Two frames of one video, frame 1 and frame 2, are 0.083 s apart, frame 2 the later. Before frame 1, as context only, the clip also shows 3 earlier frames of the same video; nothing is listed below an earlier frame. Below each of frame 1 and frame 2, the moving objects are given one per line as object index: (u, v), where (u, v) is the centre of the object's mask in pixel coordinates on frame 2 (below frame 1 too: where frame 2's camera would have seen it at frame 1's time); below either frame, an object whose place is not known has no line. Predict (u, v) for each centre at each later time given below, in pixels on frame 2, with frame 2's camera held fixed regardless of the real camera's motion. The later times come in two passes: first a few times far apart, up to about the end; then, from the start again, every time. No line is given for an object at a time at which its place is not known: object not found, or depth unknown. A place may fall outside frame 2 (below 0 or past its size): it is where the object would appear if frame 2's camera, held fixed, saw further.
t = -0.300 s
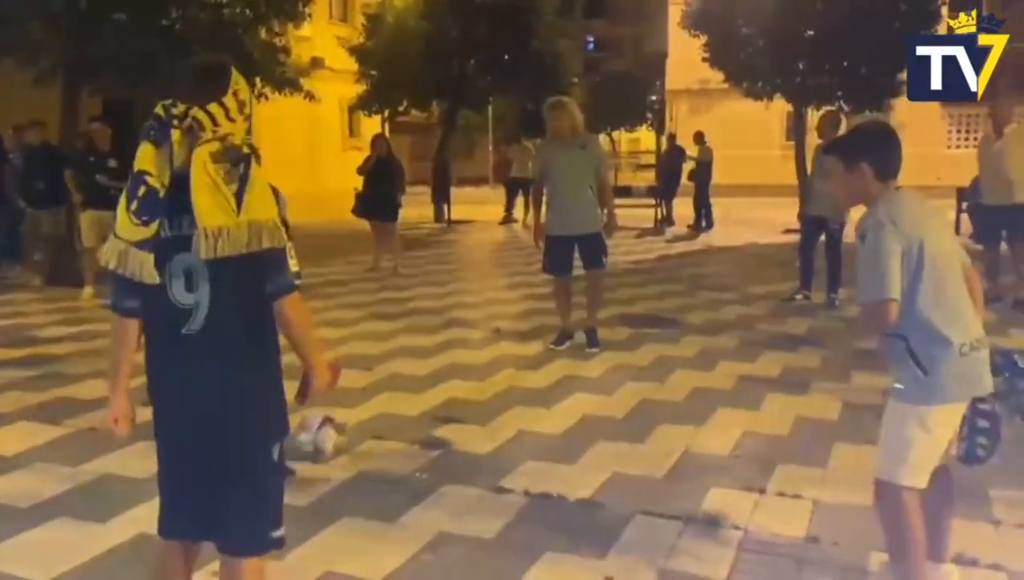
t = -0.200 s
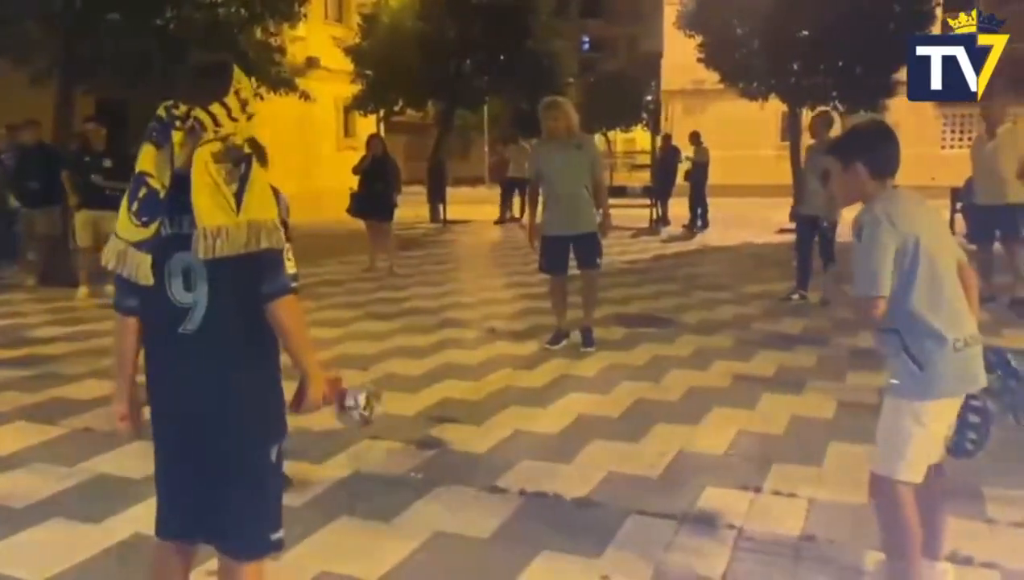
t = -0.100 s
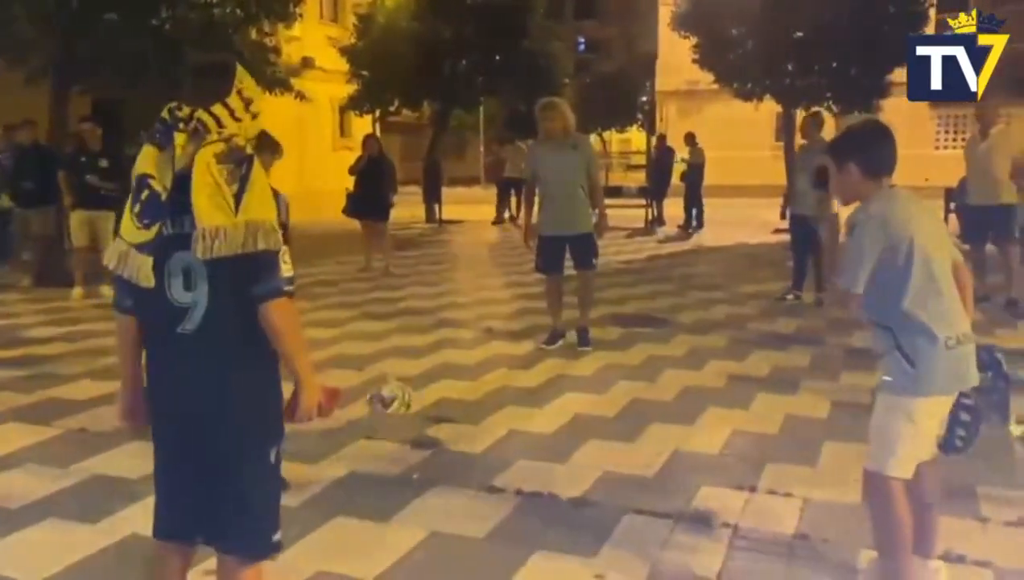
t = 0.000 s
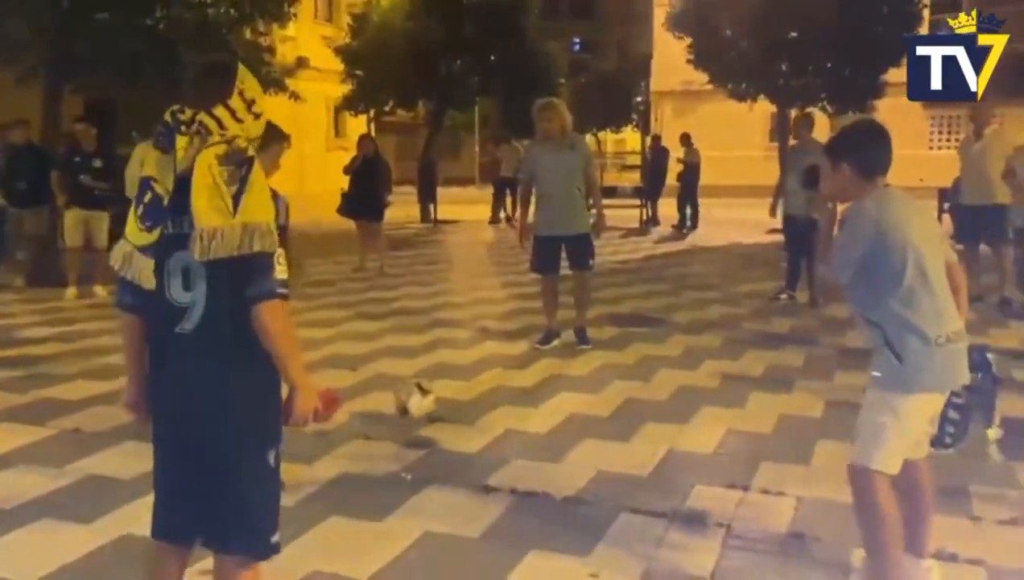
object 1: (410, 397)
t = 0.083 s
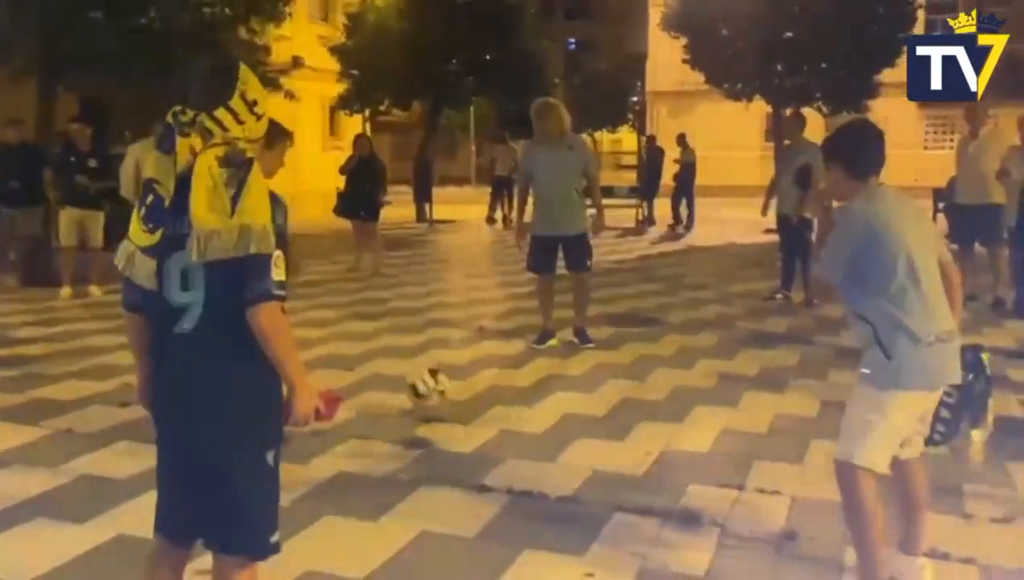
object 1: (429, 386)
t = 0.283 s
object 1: (460, 381)
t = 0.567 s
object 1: (505, 373)
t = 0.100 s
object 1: (430, 385)
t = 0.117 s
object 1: (431, 384)
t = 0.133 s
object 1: (434, 383)
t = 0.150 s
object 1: (436, 383)
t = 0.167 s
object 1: (438, 382)
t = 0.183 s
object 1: (442, 386)
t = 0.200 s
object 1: (444, 388)
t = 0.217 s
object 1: (446, 388)
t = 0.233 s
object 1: (450, 387)
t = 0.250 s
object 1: (454, 385)
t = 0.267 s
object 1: (456, 384)
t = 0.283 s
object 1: (460, 381)
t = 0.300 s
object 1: (461, 381)
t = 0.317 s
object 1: (465, 378)
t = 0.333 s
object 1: (471, 378)
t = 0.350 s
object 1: (473, 377)
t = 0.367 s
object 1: (475, 377)
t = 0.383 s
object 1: (477, 376)
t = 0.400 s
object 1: (481, 376)
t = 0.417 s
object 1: (481, 377)
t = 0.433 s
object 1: (484, 373)
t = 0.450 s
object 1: (488, 377)
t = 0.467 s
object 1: (489, 375)
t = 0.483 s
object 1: (492, 372)
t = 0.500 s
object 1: (499, 368)
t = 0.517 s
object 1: (497, 372)
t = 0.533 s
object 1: (499, 371)
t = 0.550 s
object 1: (503, 374)
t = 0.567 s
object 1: (505, 373)
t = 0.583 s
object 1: (509, 370)
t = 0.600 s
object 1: (509, 369)
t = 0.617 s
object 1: (513, 367)
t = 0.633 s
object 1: (515, 365)
